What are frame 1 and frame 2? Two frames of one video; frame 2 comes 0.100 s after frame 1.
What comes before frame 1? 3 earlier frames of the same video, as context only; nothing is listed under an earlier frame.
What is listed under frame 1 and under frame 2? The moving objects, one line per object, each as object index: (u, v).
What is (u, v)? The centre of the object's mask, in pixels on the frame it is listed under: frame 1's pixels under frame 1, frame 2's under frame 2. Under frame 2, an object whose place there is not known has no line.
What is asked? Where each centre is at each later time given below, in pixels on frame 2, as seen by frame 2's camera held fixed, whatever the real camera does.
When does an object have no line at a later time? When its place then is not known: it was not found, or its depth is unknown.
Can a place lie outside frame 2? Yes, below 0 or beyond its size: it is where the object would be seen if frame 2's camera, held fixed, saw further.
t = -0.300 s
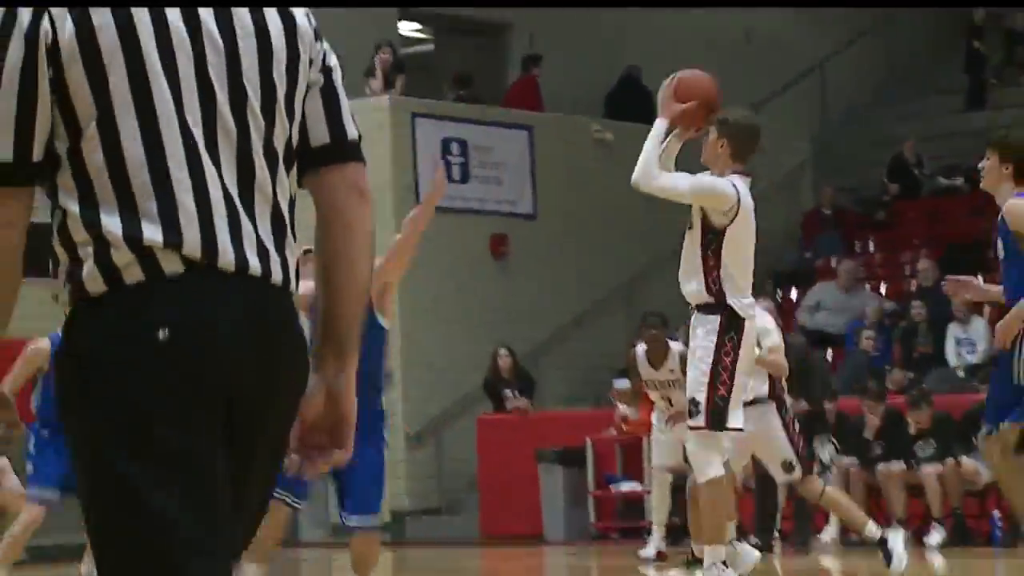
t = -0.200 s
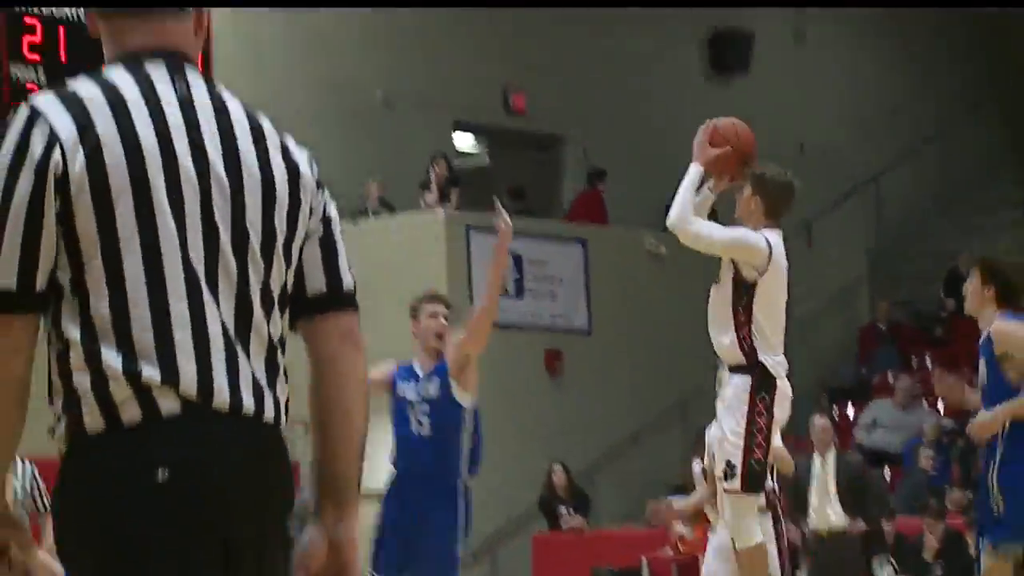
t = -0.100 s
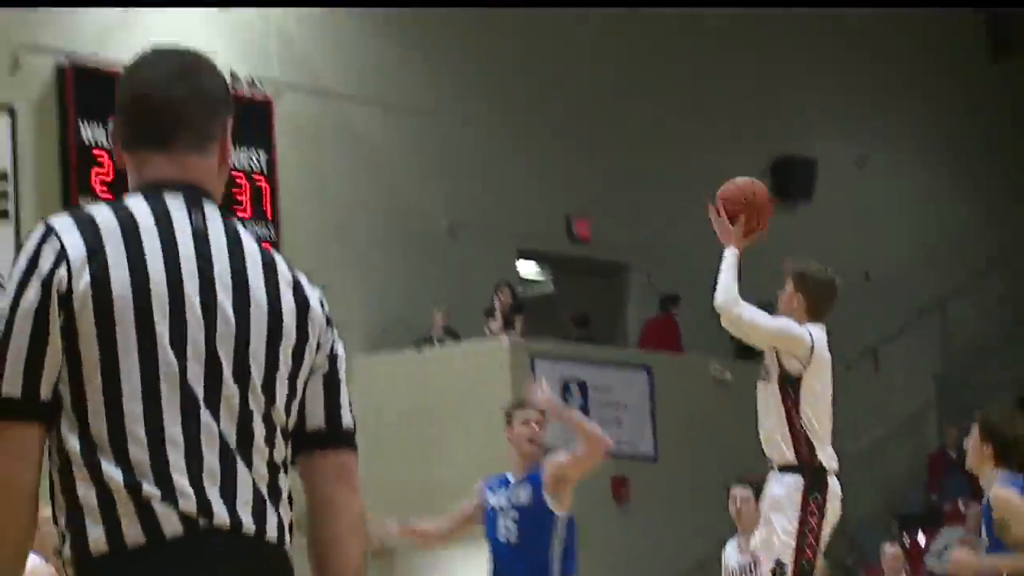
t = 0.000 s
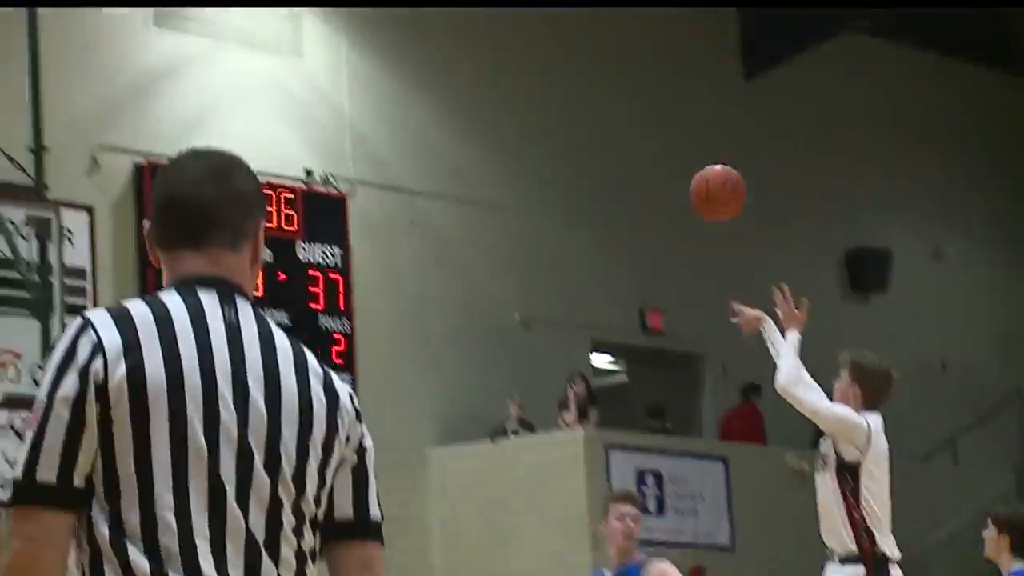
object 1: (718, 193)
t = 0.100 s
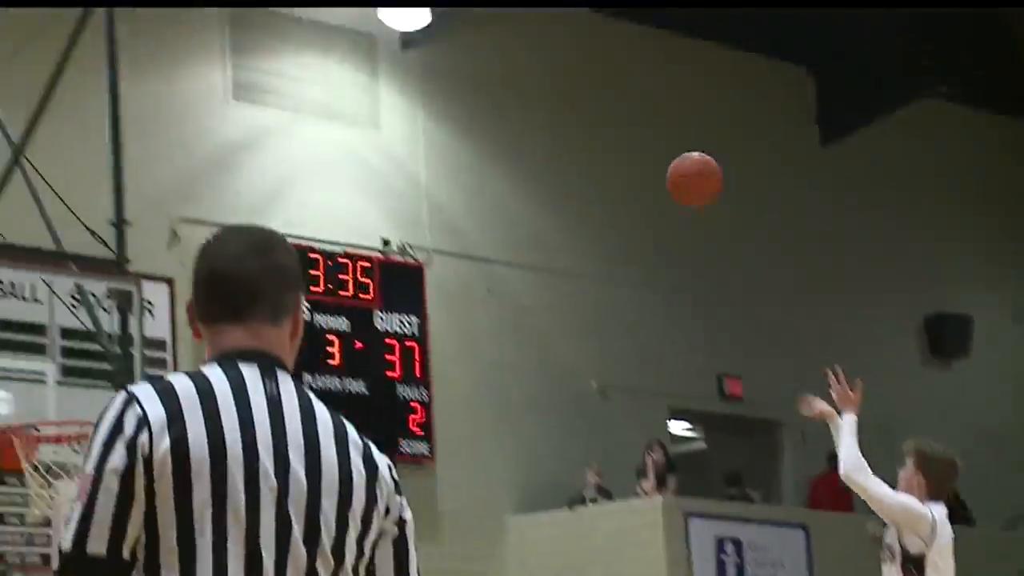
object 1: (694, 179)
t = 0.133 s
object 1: (664, 159)
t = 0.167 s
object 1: (633, 141)
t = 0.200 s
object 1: (604, 126)
